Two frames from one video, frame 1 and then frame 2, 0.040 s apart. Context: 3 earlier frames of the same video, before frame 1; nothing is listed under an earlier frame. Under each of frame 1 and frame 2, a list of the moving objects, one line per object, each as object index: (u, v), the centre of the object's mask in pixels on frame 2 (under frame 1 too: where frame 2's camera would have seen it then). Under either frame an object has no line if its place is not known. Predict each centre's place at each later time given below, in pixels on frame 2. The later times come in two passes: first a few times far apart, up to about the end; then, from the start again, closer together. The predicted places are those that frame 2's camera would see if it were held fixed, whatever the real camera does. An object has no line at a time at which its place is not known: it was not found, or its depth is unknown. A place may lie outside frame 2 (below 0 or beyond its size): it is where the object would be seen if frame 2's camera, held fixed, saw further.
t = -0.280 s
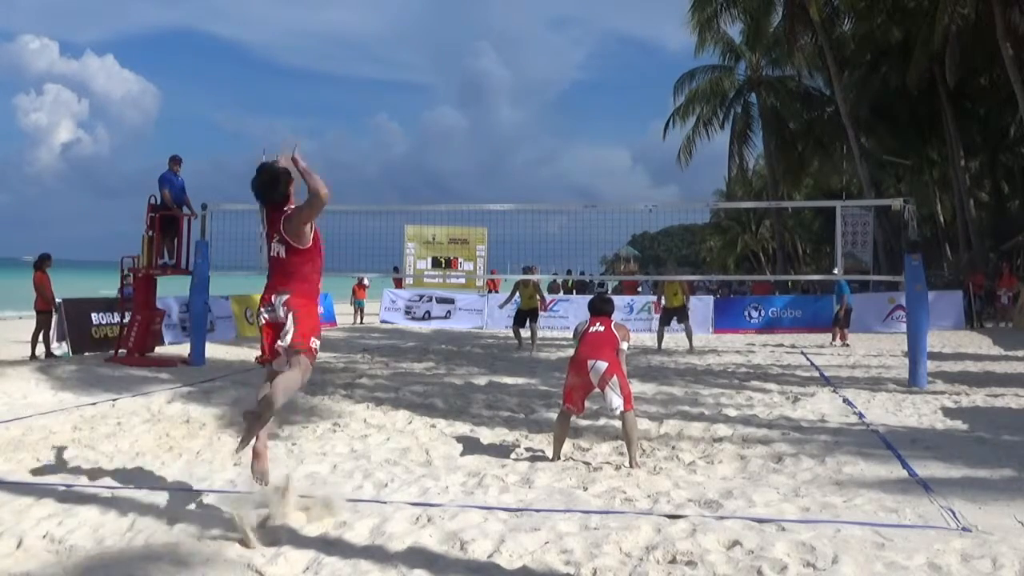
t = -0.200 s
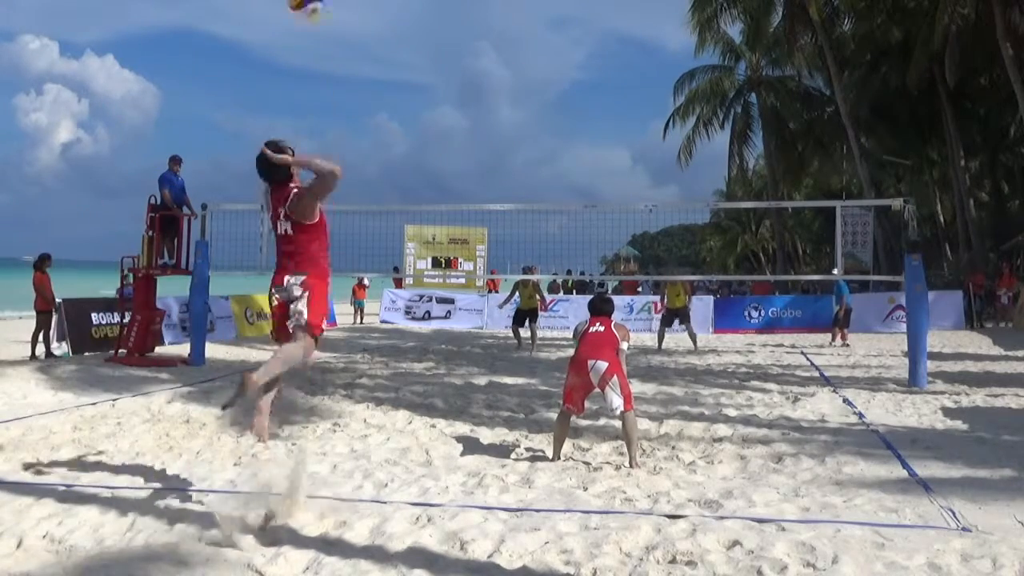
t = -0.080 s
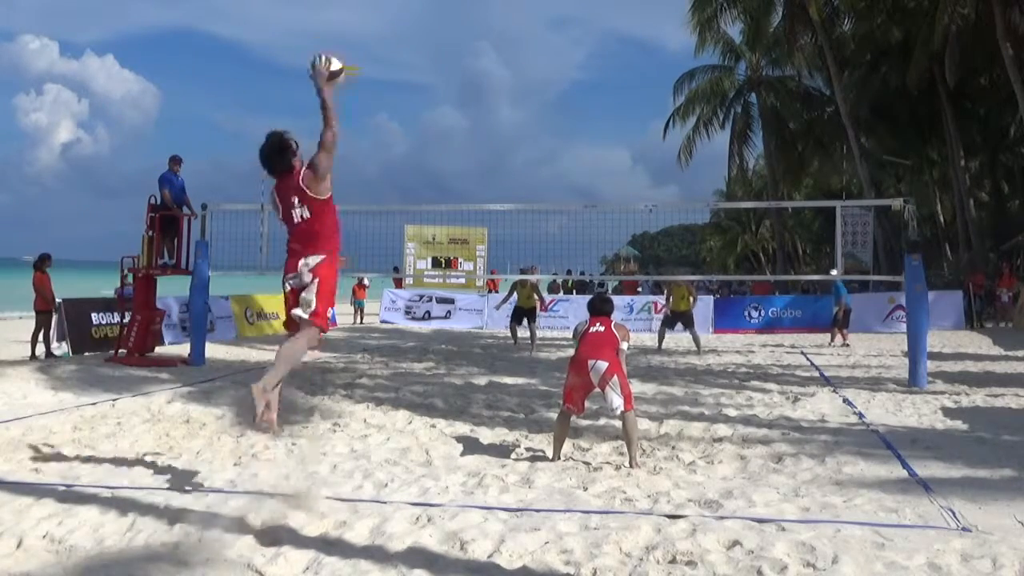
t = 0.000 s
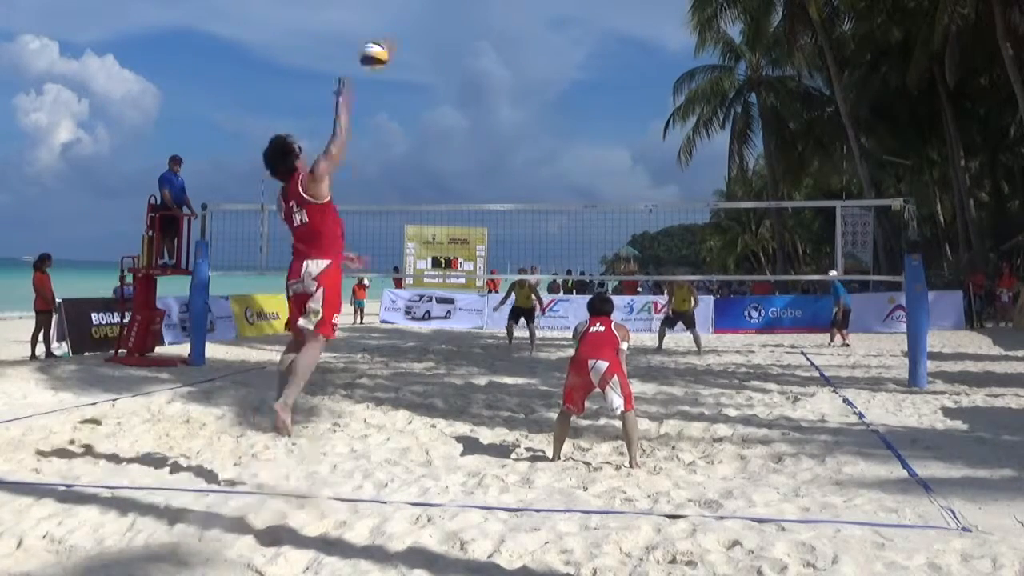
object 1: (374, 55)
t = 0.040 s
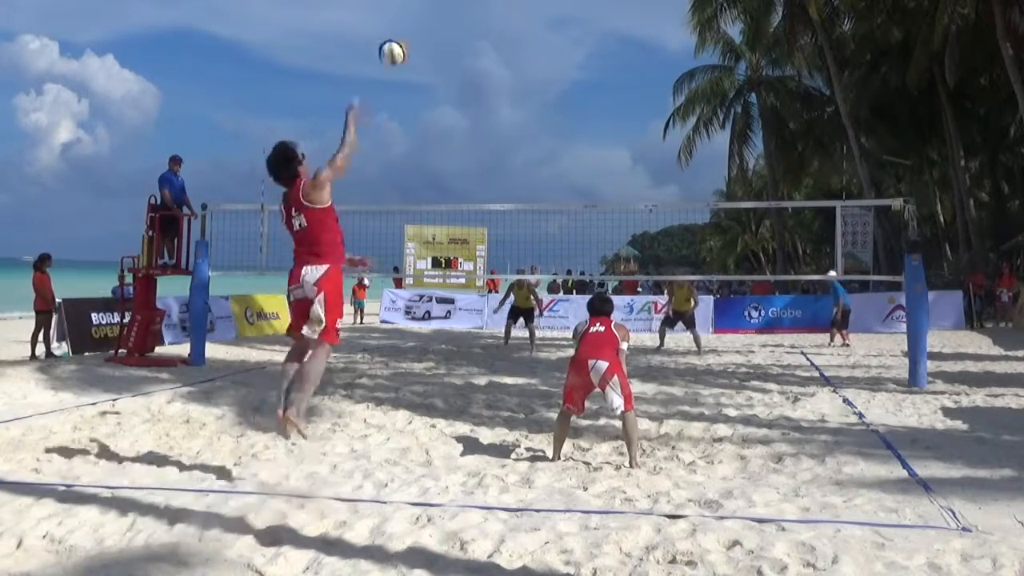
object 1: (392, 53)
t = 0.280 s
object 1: (463, 79)
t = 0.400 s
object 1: (485, 109)
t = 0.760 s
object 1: (523, 224)
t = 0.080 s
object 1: (409, 50)
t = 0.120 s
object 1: (422, 53)
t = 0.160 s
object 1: (434, 58)
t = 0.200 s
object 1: (445, 65)
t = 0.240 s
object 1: (455, 71)
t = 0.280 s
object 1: (463, 79)
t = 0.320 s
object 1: (471, 89)
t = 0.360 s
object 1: (479, 99)
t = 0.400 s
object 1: (485, 109)
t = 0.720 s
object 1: (518, 213)
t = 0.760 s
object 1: (523, 224)
